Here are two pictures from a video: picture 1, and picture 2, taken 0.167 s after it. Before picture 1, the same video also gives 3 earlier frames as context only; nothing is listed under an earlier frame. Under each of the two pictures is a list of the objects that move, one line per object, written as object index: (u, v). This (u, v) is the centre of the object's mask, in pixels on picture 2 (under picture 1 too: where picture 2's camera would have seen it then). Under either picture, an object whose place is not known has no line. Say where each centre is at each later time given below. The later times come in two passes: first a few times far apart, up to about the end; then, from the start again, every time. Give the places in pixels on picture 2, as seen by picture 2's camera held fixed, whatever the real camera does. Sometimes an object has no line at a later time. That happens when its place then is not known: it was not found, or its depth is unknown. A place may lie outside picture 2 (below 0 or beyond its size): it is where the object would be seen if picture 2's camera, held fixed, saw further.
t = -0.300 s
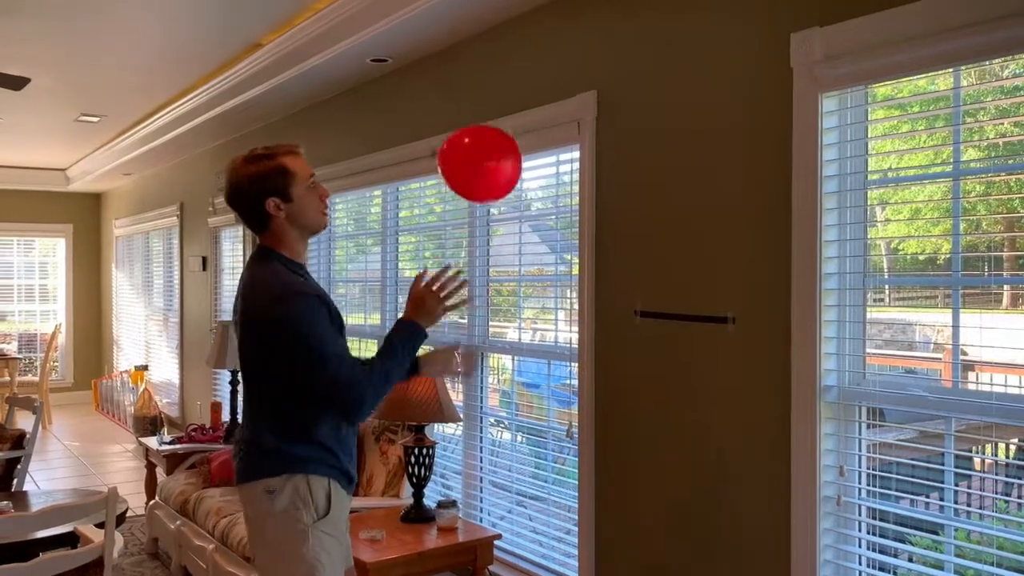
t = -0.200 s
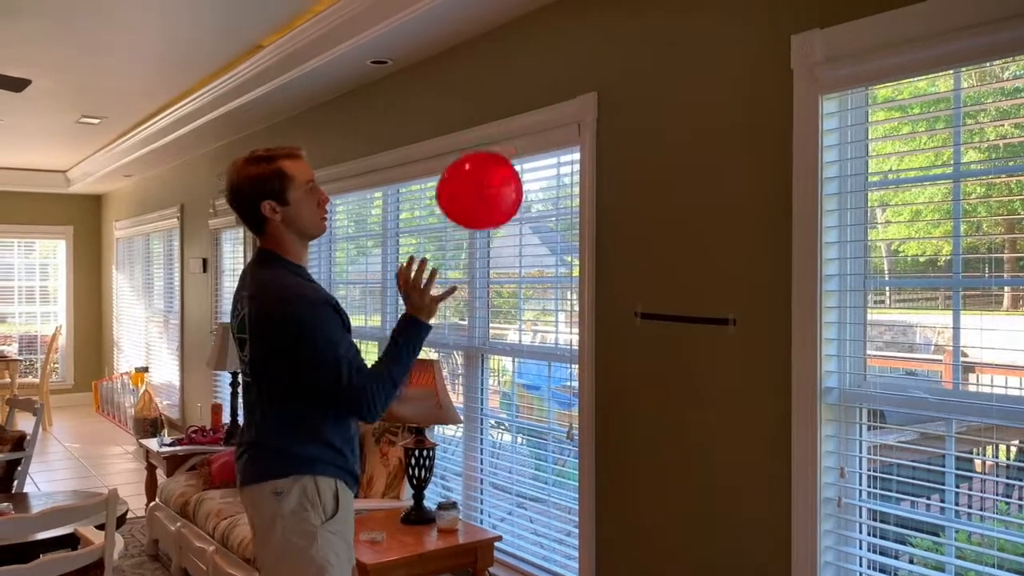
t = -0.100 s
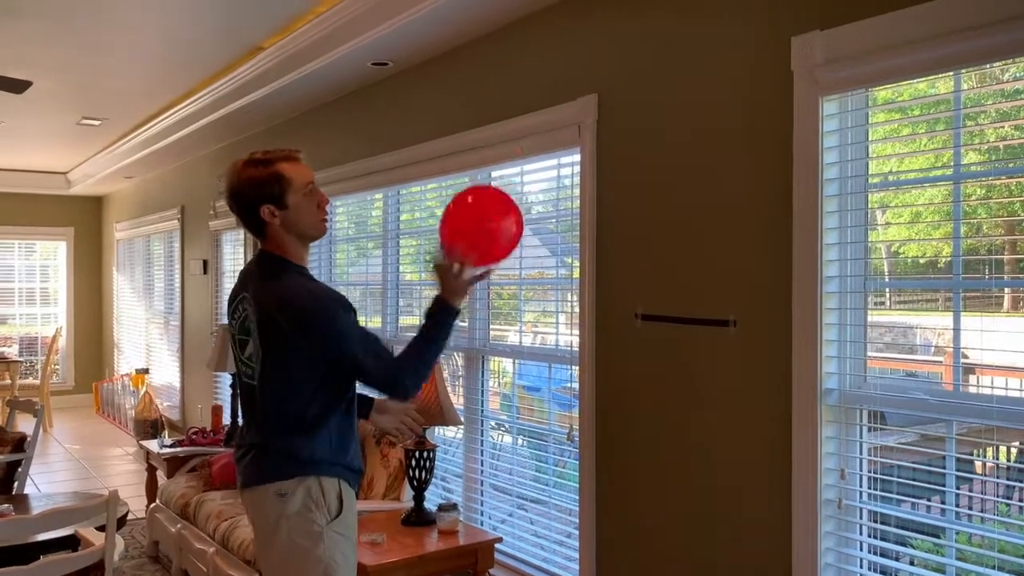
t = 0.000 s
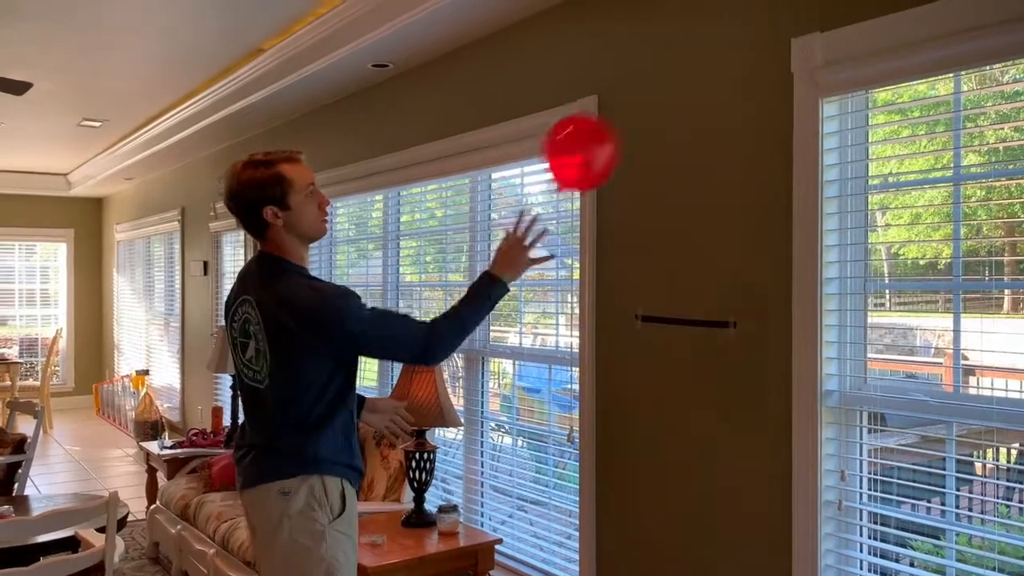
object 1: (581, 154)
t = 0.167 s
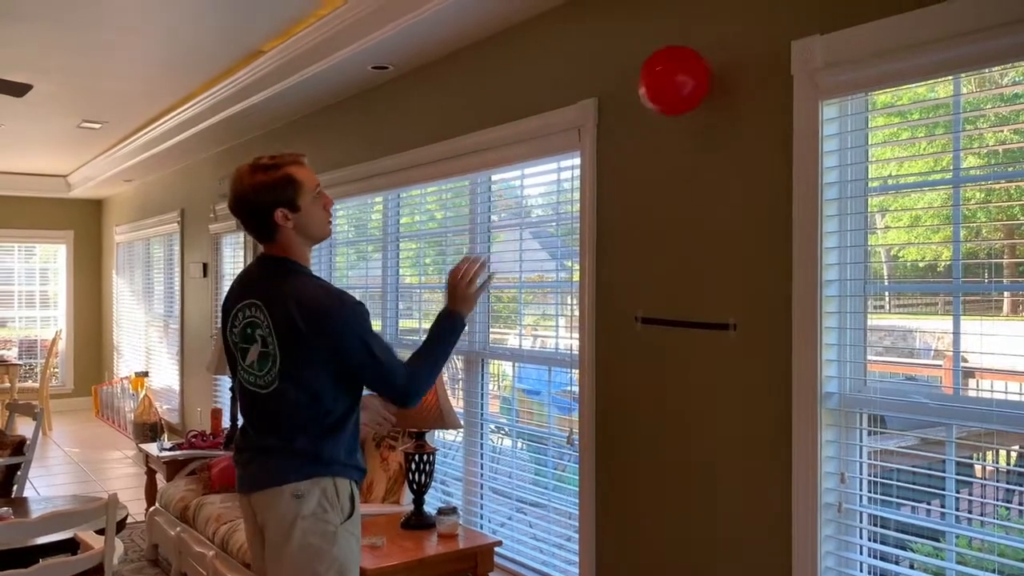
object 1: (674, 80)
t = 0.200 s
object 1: (683, 74)
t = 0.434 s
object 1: (618, 112)
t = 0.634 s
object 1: (578, 180)
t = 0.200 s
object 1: (683, 74)
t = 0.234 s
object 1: (672, 75)
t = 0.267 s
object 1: (660, 78)
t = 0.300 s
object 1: (651, 83)
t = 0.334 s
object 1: (642, 89)
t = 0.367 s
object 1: (634, 96)
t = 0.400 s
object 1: (626, 104)
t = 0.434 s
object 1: (618, 112)
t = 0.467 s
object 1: (613, 121)
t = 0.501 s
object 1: (605, 131)
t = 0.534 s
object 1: (598, 142)
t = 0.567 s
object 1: (591, 154)
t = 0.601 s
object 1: (584, 167)
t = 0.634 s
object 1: (578, 180)
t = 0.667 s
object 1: (572, 195)
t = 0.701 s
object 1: (565, 210)
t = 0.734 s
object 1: (559, 225)
